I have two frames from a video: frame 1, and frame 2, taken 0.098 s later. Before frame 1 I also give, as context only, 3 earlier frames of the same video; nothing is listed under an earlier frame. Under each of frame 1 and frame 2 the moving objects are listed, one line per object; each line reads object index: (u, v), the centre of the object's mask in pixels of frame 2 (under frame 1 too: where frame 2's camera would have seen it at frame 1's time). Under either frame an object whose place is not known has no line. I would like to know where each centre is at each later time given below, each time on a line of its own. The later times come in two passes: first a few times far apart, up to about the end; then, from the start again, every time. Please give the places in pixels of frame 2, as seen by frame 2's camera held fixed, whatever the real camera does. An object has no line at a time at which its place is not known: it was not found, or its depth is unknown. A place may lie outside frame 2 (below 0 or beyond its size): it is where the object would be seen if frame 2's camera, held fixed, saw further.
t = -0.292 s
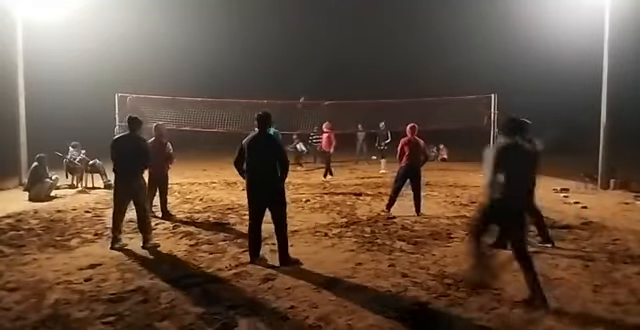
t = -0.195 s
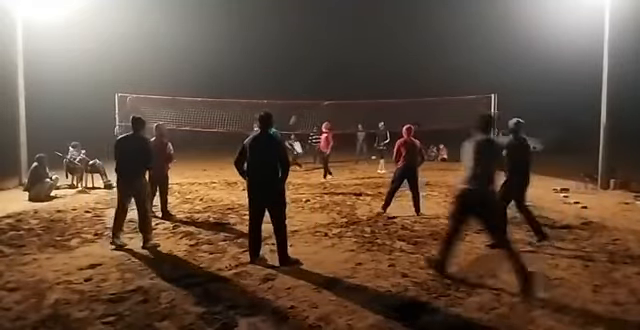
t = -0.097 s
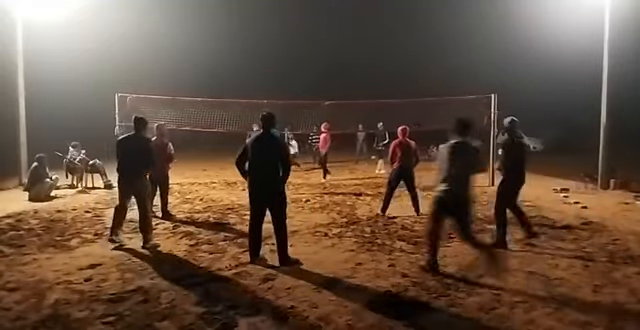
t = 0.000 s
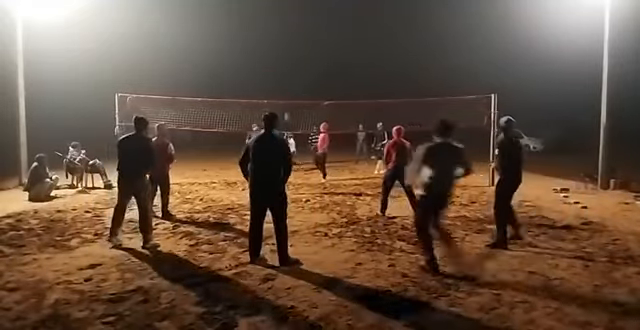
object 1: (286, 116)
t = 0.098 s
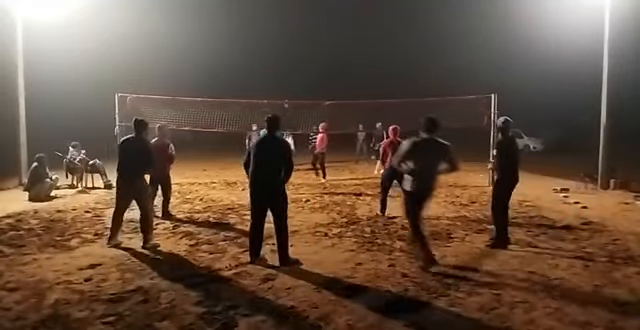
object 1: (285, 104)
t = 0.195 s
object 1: (287, 92)
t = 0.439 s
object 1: (288, 72)
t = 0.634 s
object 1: (288, 72)
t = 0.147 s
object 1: (286, 97)
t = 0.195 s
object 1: (287, 92)
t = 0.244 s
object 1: (287, 86)
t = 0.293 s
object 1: (286, 82)
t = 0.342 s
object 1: (286, 78)
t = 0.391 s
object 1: (287, 74)
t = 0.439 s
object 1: (288, 72)
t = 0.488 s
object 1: (287, 71)
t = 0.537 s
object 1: (287, 71)
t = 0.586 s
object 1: (288, 71)
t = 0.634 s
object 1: (288, 72)
